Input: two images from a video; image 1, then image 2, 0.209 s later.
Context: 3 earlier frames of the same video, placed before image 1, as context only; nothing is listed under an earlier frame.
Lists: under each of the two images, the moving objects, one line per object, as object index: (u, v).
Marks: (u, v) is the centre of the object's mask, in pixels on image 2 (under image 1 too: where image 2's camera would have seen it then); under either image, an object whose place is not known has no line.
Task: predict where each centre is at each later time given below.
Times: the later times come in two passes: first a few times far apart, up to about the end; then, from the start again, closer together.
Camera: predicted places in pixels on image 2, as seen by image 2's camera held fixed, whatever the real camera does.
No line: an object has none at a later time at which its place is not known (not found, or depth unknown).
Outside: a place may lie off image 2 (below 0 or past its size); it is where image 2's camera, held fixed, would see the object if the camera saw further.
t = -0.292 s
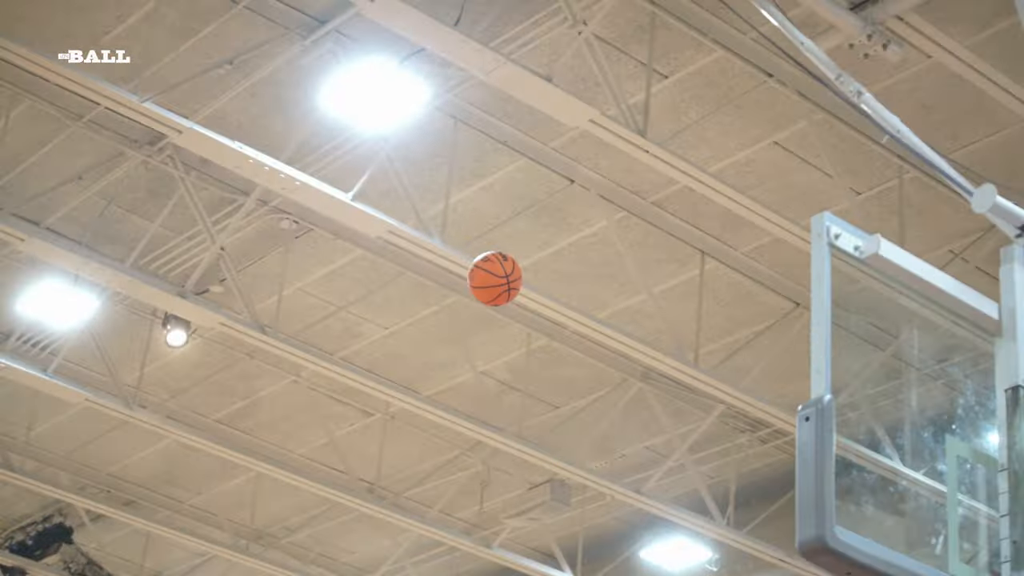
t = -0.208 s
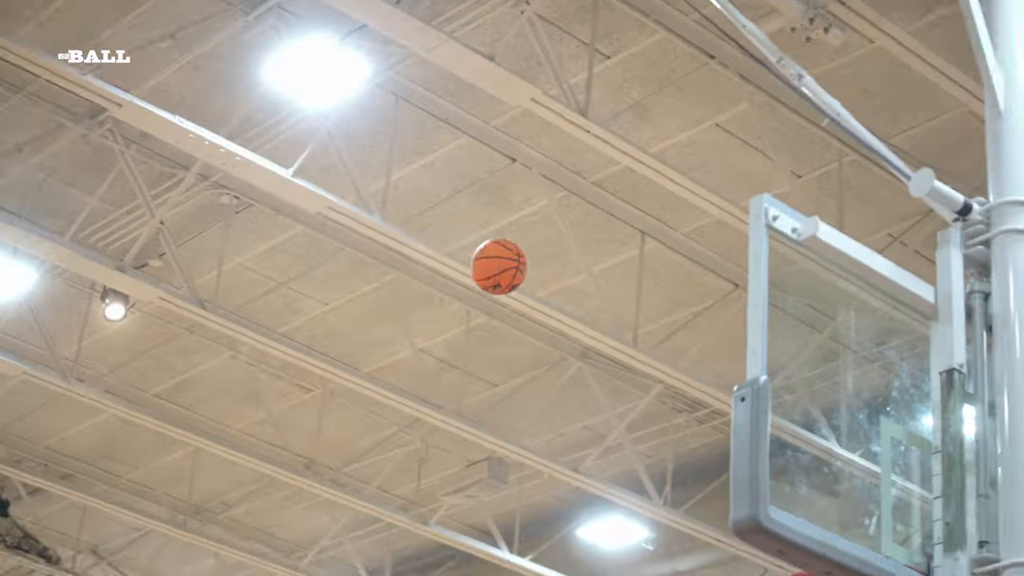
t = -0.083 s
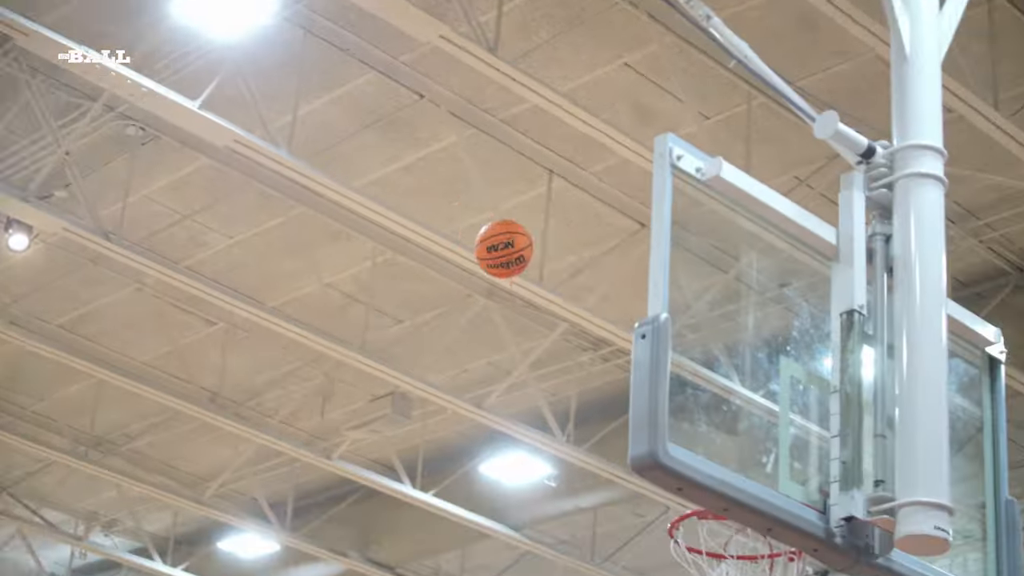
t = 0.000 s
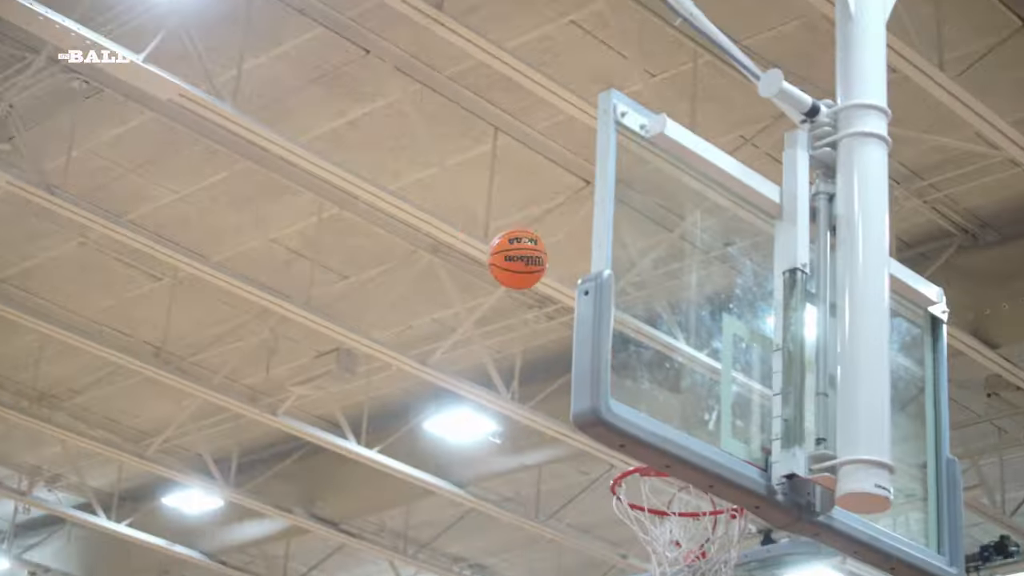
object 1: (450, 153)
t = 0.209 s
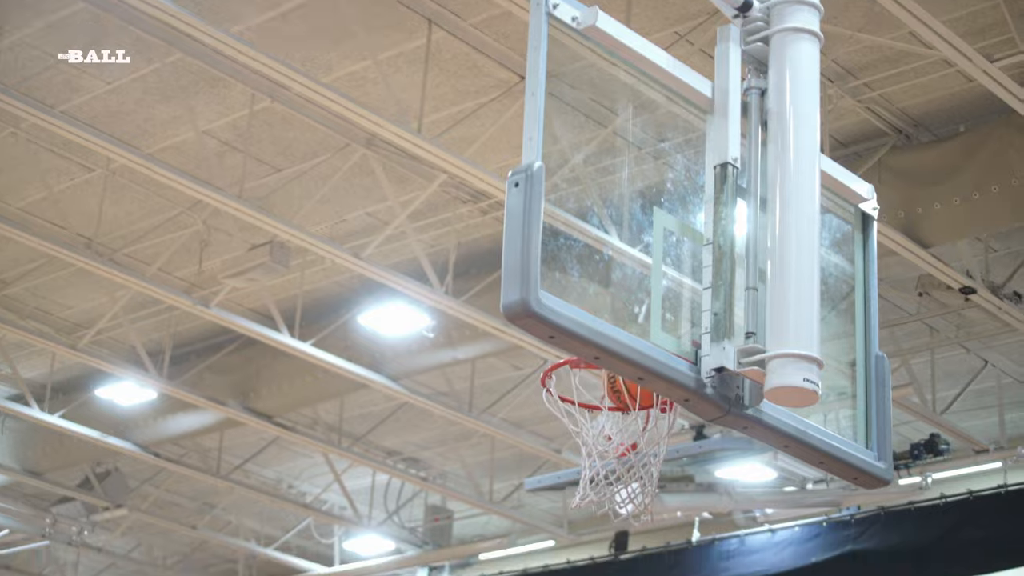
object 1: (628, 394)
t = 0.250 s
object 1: (650, 323)
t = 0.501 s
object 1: (651, 190)
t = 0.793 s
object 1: (494, 255)
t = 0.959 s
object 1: (438, 388)
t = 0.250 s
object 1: (650, 323)
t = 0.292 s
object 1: (672, 299)
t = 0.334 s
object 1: (683, 265)
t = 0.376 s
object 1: (693, 226)
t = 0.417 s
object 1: (685, 200)
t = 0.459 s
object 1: (672, 193)
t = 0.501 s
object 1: (651, 190)
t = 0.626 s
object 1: (594, 197)
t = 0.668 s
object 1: (578, 205)
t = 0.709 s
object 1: (564, 218)
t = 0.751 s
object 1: (556, 234)
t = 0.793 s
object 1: (494, 255)
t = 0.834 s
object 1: (486, 282)
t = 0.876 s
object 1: (477, 314)
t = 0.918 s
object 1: (459, 348)
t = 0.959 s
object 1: (438, 388)
